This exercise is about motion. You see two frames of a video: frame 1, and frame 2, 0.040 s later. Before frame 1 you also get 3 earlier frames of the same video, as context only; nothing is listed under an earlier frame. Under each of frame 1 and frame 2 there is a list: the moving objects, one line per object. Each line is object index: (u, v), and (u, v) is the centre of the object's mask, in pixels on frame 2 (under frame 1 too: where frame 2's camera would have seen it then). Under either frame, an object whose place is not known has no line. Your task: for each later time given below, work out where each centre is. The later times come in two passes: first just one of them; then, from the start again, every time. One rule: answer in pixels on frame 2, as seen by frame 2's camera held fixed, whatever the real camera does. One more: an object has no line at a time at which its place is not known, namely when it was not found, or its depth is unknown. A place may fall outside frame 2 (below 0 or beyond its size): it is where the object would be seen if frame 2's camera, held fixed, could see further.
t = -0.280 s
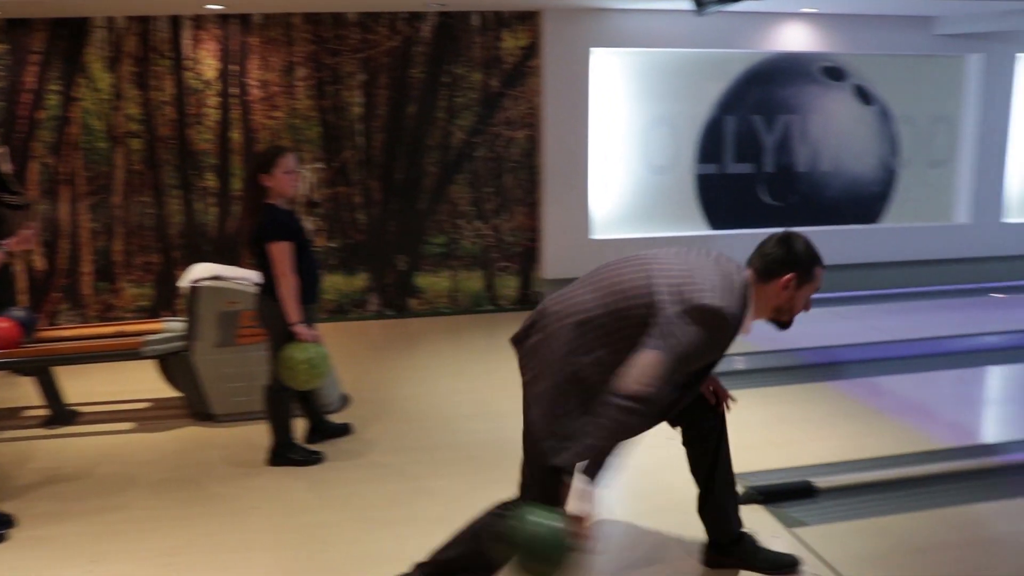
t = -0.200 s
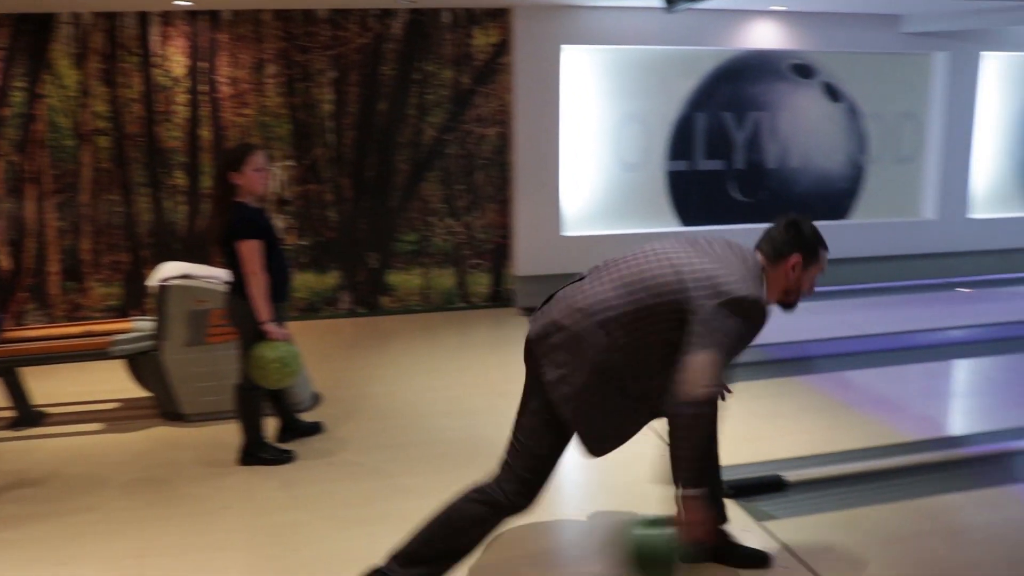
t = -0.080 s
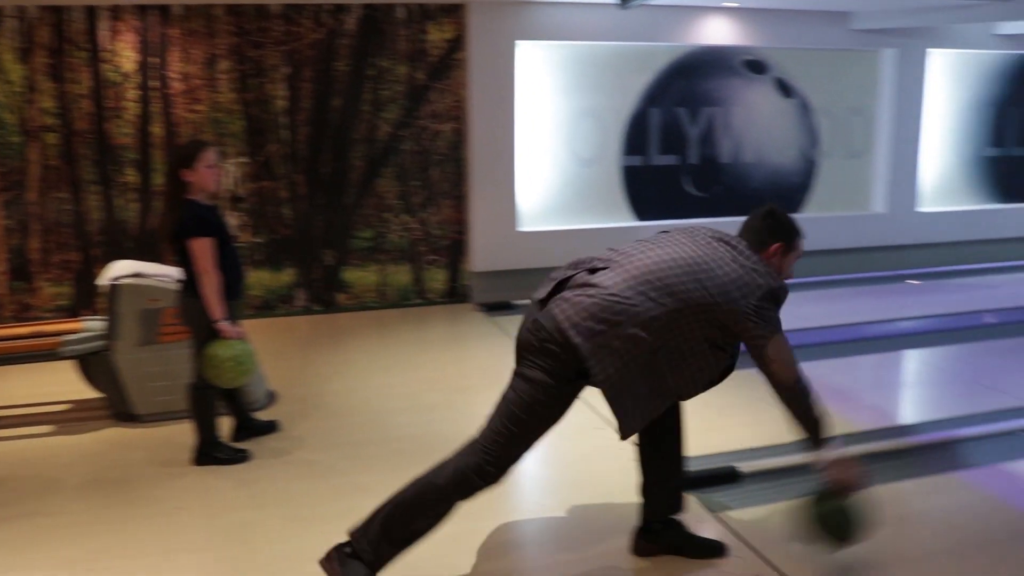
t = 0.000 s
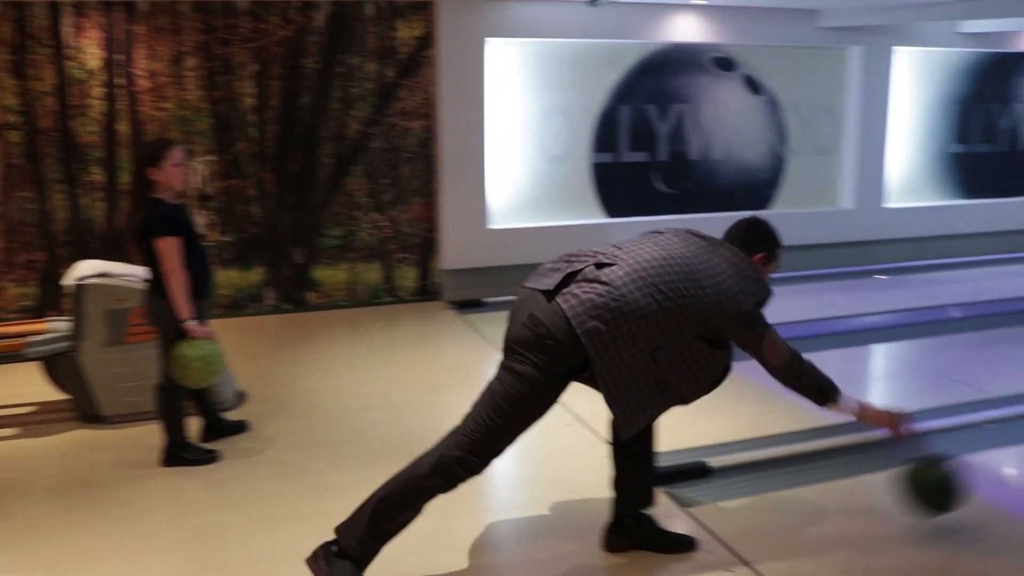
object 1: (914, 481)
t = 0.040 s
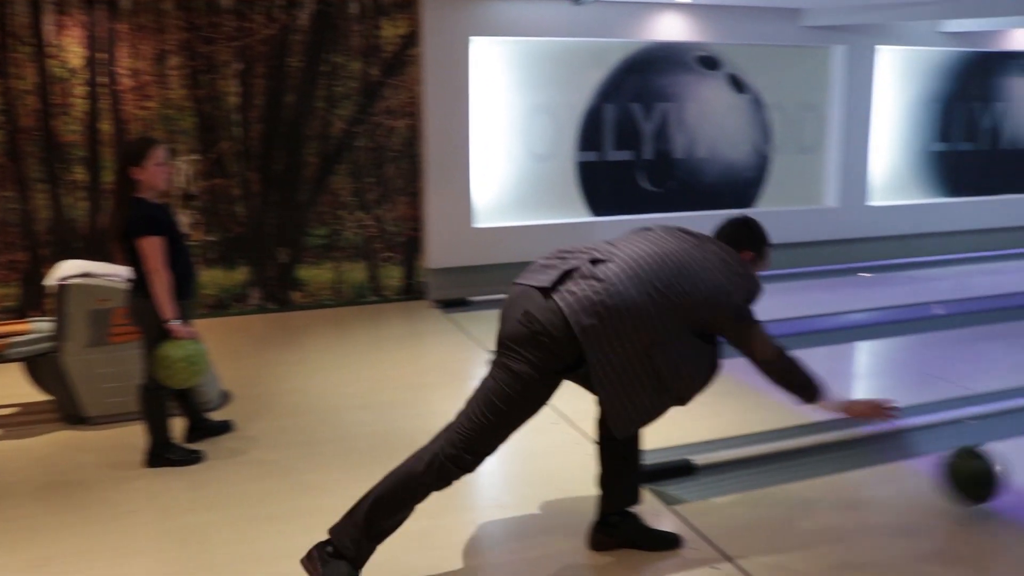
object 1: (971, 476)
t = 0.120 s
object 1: (1057, 461)
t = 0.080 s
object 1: (1021, 474)
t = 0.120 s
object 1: (1057, 461)
